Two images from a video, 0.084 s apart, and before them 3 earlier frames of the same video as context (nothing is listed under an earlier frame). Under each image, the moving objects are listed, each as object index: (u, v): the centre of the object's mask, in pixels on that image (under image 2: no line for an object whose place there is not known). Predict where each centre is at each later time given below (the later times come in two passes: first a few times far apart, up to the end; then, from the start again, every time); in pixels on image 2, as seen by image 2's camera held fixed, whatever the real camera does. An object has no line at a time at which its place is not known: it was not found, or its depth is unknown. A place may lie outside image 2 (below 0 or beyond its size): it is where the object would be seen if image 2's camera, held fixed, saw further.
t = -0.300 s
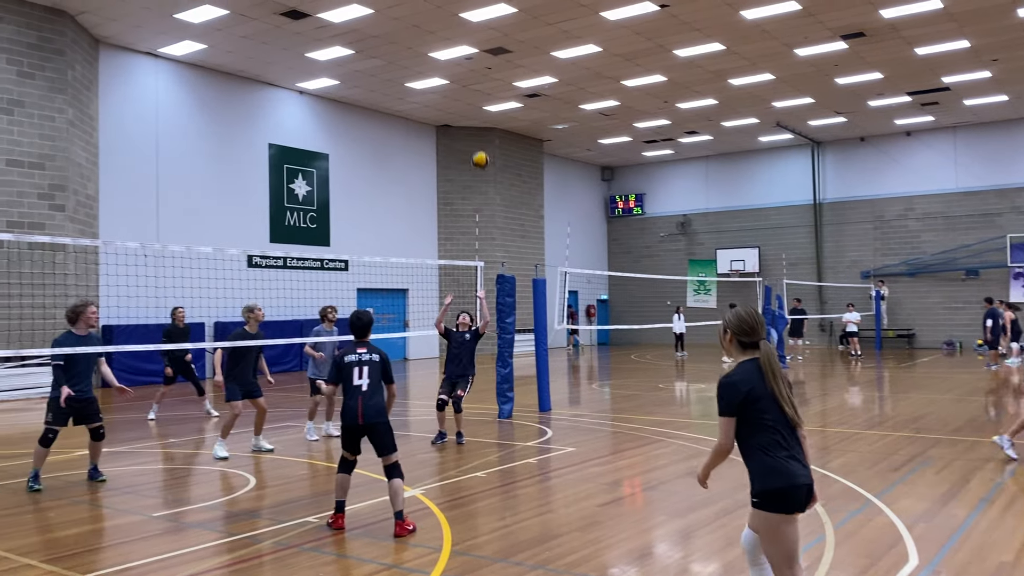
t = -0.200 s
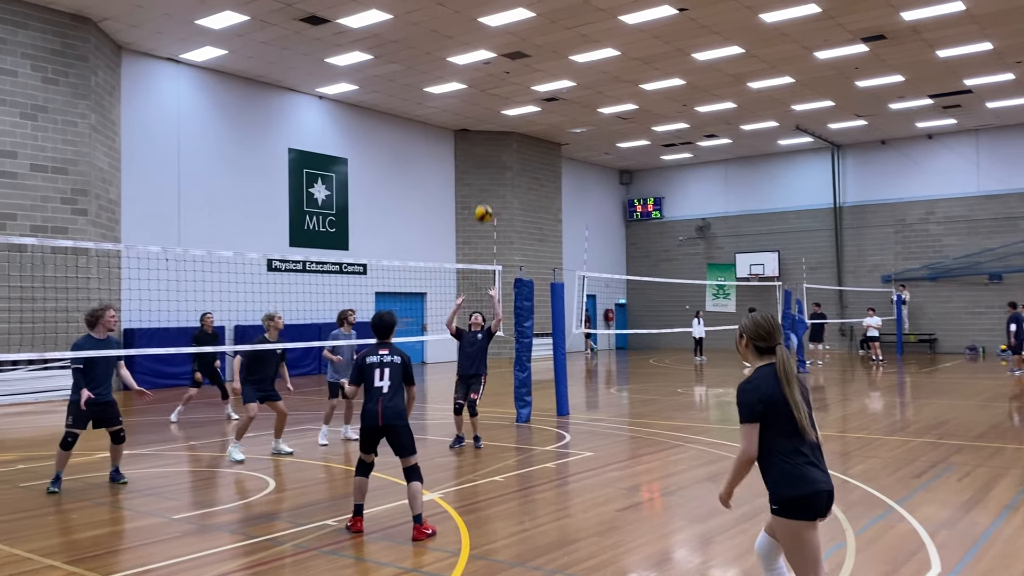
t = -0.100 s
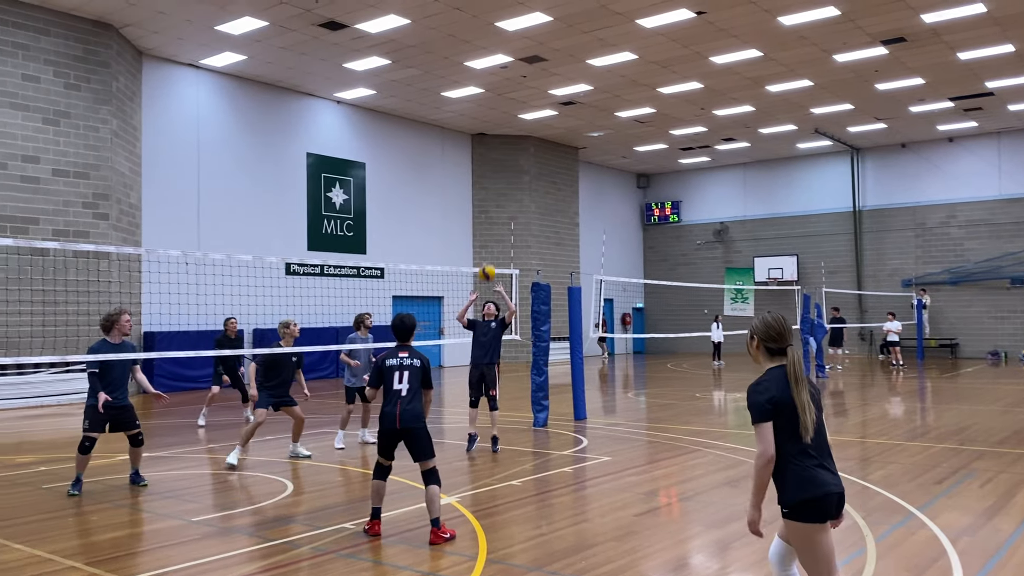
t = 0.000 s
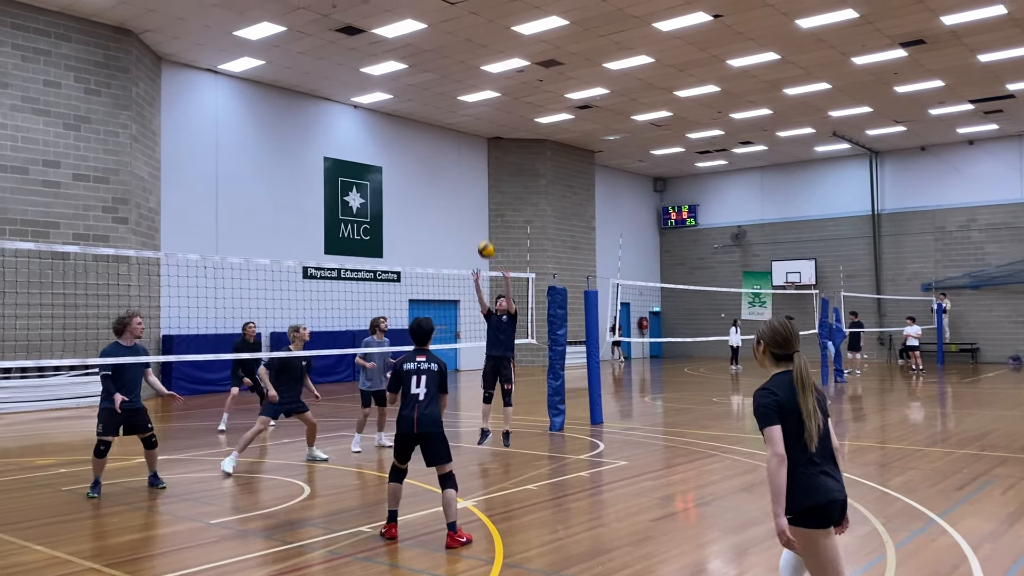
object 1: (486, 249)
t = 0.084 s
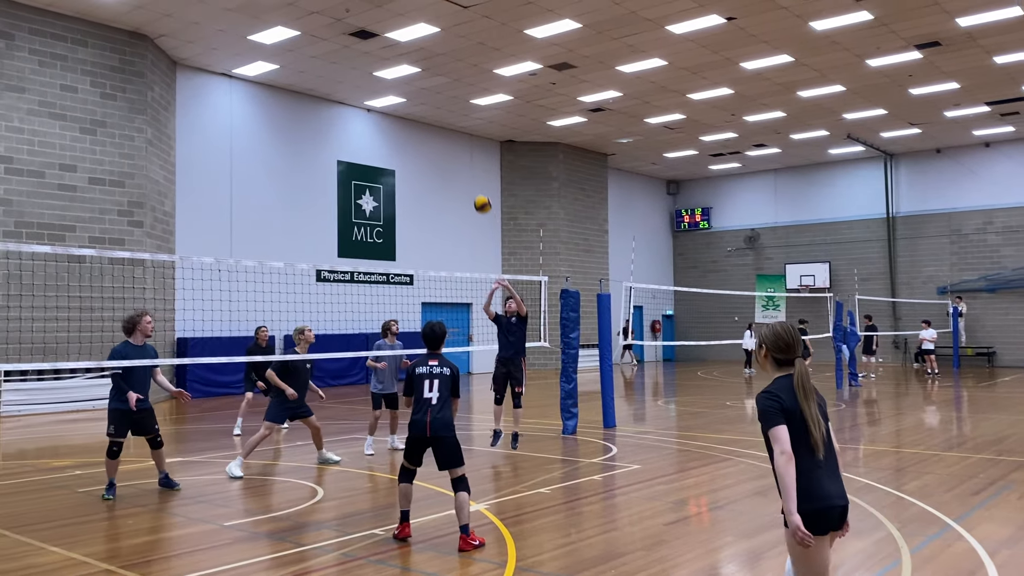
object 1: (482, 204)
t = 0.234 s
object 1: (451, 126)
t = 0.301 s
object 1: (436, 95)
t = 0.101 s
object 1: (479, 195)
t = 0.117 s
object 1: (475, 186)
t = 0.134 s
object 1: (472, 177)
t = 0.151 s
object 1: (468, 168)
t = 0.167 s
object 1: (465, 159)
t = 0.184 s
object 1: (462, 150)
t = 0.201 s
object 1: (458, 142)
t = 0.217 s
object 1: (454, 134)
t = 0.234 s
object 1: (451, 126)
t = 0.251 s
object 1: (447, 118)
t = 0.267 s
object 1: (443, 110)
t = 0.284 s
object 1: (440, 102)
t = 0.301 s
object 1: (436, 95)
